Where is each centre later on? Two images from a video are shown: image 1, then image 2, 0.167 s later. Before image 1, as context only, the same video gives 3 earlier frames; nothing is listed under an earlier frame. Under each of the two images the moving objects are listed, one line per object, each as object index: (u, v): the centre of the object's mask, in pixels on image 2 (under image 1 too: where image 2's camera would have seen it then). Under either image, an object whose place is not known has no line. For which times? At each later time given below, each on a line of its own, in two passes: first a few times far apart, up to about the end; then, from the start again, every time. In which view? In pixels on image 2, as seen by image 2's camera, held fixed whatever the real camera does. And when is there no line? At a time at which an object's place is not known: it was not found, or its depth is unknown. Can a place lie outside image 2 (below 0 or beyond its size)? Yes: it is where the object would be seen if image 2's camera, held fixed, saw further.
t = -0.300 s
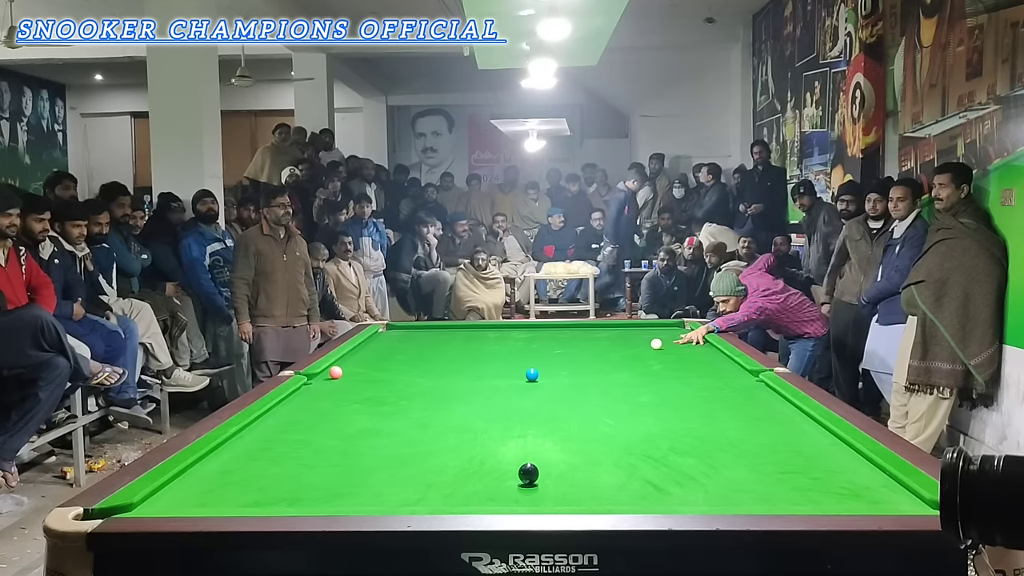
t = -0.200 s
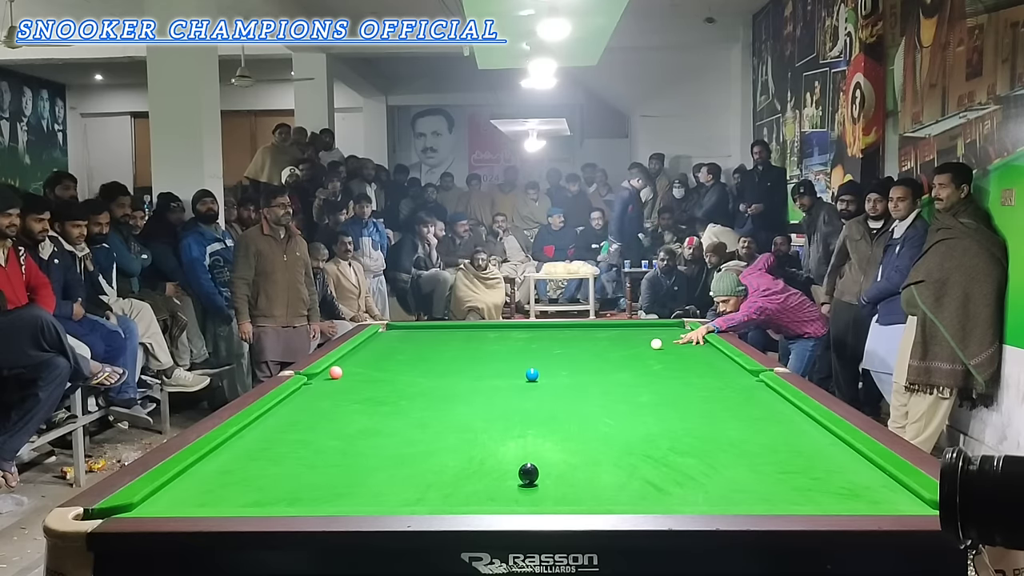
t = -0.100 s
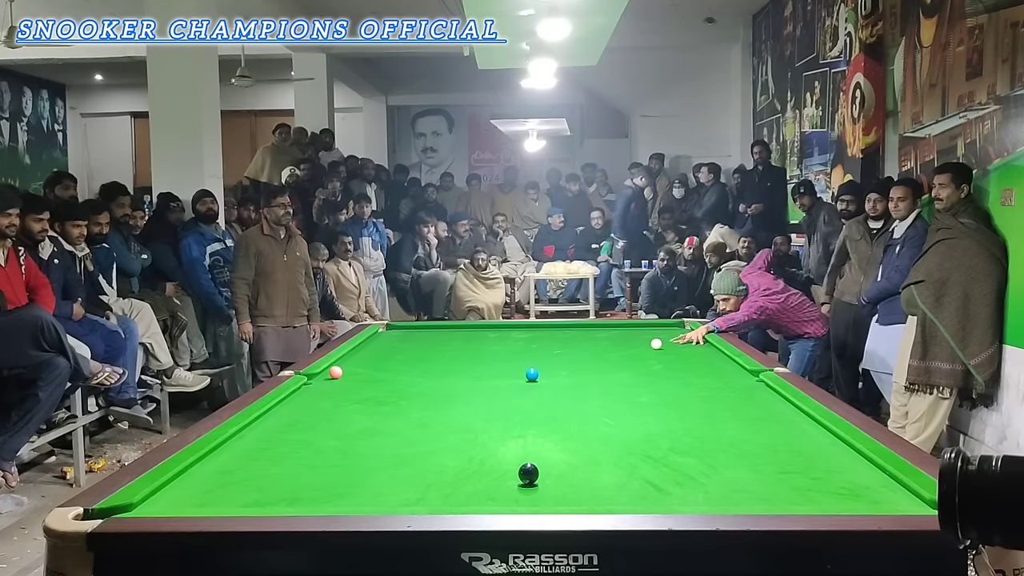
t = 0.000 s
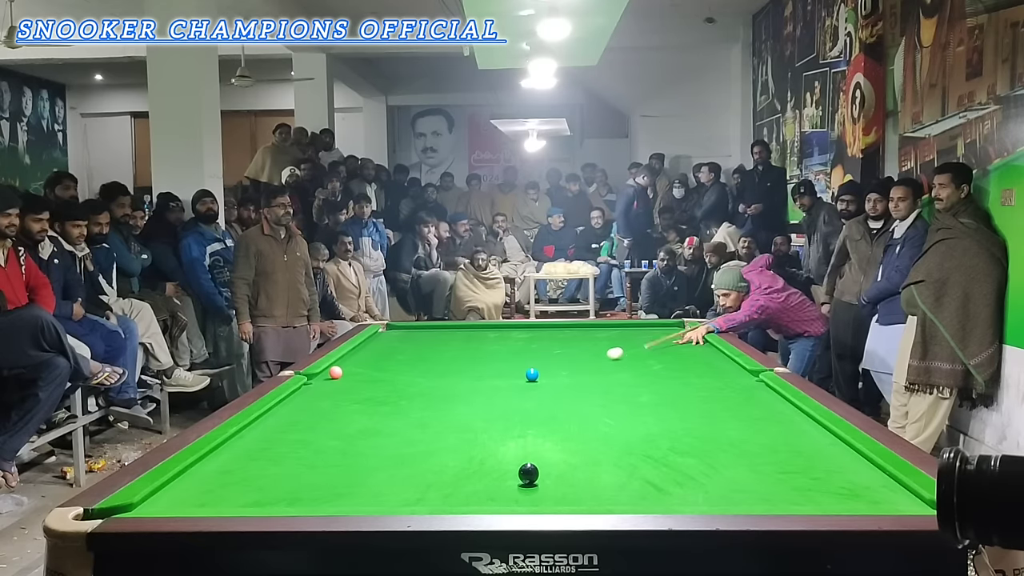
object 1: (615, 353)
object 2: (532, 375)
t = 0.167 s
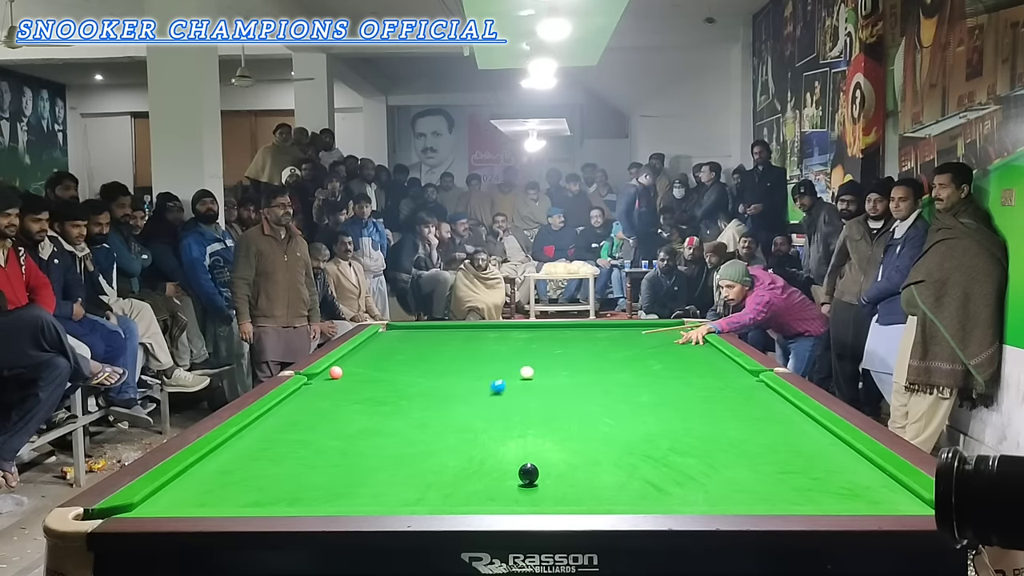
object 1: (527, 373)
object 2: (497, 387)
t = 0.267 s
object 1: (512, 372)
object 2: (427, 411)
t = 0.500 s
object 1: (495, 368)
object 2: (190, 493)
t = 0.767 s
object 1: (477, 363)
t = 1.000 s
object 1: (463, 360)
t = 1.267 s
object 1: (449, 357)
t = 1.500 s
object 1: (437, 355)
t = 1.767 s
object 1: (424, 352)
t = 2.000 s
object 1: (414, 350)
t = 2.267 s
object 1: (403, 348)
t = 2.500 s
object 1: (395, 347)
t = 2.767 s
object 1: (386, 345)
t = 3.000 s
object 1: (379, 344)
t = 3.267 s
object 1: (372, 343)
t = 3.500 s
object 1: (367, 342)
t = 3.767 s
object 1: (369, 341)
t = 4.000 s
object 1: (372, 341)
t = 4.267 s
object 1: (374, 341)
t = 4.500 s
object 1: (374, 341)
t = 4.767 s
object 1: (375, 340)
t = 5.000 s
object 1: (375, 340)
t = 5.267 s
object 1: (375, 340)
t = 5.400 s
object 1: (375, 340)
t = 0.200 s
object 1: (521, 372)
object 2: (476, 394)
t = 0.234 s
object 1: (517, 372)
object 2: (452, 402)
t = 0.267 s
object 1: (512, 372)
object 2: (427, 411)
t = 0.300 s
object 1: (509, 371)
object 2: (401, 420)
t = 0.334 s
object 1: (507, 370)
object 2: (372, 431)
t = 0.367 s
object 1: (504, 370)
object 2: (341, 441)
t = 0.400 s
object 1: (502, 369)
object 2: (307, 453)
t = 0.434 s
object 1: (499, 369)
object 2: (271, 465)
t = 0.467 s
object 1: (497, 368)
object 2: (232, 479)
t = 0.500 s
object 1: (495, 368)
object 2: (190, 493)
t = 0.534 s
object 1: (492, 367)
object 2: (142, 505)
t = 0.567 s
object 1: (490, 367)
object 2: (92, 518)
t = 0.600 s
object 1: (488, 366)
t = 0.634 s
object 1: (486, 366)
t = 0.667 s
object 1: (483, 365)
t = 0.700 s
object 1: (481, 365)
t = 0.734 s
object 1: (479, 364)
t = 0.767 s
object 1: (477, 363)
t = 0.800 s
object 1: (475, 363)
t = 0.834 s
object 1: (473, 363)
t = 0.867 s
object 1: (471, 362)
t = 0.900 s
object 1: (469, 362)
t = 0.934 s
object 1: (467, 361)
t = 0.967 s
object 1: (465, 361)
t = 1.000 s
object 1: (463, 360)
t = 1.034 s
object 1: (461, 360)
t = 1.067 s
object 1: (459, 359)
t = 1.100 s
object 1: (458, 359)
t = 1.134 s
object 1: (456, 359)
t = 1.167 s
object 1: (454, 358)
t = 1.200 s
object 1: (452, 358)
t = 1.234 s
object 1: (450, 358)
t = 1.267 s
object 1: (449, 357)
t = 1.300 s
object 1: (447, 357)
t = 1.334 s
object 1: (445, 356)
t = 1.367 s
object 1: (443, 356)
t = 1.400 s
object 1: (442, 356)
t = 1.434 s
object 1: (440, 355)
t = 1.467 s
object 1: (438, 355)
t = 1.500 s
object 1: (437, 355)
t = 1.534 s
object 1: (435, 354)
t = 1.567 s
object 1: (434, 354)
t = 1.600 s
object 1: (432, 354)
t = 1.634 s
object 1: (430, 354)
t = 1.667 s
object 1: (429, 353)
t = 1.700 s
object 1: (427, 353)
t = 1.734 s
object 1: (425, 353)
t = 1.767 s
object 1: (424, 352)
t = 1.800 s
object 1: (422, 352)
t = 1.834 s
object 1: (421, 352)
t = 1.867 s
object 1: (419, 351)
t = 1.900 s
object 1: (418, 351)
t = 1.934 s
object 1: (417, 351)
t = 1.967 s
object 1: (415, 351)
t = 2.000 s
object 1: (414, 350)
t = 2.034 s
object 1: (412, 350)
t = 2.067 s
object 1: (411, 350)
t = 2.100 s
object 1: (410, 350)
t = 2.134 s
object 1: (408, 349)
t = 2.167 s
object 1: (407, 349)
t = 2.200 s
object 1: (406, 349)
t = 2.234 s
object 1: (405, 349)
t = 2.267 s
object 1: (403, 348)
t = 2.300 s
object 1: (402, 348)
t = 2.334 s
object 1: (401, 348)
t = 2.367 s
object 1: (399, 348)
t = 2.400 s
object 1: (398, 347)
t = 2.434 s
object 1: (397, 347)
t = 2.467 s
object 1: (396, 347)
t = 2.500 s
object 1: (395, 347)
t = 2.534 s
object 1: (394, 347)
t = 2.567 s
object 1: (392, 346)
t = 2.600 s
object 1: (391, 346)
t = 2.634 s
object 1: (390, 346)
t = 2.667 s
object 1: (389, 346)
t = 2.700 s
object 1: (388, 346)
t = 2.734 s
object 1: (387, 345)
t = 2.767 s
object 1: (386, 345)
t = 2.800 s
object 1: (385, 345)
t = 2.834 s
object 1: (384, 345)
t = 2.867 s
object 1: (383, 345)
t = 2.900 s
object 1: (382, 344)
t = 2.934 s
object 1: (381, 344)
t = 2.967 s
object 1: (380, 344)
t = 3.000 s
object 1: (379, 344)
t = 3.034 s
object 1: (378, 344)
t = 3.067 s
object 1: (377, 344)
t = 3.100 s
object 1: (377, 344)
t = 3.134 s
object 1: (376, 343)
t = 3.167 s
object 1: (375, 343)
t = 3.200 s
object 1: (374, 343)
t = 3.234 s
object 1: (373, 343)
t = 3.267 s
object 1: (372, 343)
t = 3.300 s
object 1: (371, 343)
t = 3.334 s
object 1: (371, 343)
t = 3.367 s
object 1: (370, 343)
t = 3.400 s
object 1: (369, 342)
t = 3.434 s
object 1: (368, 342)
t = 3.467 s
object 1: (368, 342)
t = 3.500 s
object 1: (367, 342)
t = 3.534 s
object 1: (366, 342)
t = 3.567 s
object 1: (366, 342)
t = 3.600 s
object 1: (367, 342)
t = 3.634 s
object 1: (367, 342)
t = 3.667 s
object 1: (368, 342)
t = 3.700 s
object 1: (368, 342)
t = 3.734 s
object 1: (369, 341)
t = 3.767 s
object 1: (369, 341)
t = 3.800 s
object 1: (370, 341)
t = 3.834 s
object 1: (370, 341)
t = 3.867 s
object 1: (371, 341)
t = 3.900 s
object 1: (371, 341)
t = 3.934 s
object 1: (372, 341)
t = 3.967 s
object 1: (372, 341)
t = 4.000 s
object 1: (372, 341)
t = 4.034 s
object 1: (372, 341)
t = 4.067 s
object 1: (373, 341)
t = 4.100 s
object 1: (373, 341)
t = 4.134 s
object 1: (373, 341)
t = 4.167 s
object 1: (373, 341)
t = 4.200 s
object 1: (374, 341)
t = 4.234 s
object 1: (374, 341)
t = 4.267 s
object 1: (374, 341)
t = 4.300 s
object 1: (374, 341)
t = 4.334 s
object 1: (374, 341)
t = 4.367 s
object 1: (374, 341)
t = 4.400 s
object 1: (374, 341)
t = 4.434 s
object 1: (374, 341)
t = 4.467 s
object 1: (375, 341)
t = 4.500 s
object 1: (374, 341)
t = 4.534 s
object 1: (375, 341)
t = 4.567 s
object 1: (375, 341)
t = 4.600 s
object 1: (375, 341)
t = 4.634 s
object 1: (375, 341)
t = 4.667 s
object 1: (375, 341)
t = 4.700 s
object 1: (375, 341)
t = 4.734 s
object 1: (375, 341)
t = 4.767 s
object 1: (375, 340)
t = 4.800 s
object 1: (375, 341)
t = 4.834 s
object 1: (375, 340)
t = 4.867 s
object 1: (375, 340)
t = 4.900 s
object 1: (375, 340)
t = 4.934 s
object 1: (375, 340)
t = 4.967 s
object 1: (375, 340)
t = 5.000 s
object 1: (375, 340)
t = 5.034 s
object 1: (375, 340)
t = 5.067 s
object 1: (375, 340)
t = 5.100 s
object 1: (375, 340)
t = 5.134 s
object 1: (375, 340)
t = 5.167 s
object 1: (375, 340)
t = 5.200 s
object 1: (375, 340)
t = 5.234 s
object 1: (375, 340)
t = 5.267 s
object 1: (375, 340)
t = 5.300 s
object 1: (375, 340)
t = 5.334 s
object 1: (375, 340)
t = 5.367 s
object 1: (375, 340)
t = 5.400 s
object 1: (375, 340)
